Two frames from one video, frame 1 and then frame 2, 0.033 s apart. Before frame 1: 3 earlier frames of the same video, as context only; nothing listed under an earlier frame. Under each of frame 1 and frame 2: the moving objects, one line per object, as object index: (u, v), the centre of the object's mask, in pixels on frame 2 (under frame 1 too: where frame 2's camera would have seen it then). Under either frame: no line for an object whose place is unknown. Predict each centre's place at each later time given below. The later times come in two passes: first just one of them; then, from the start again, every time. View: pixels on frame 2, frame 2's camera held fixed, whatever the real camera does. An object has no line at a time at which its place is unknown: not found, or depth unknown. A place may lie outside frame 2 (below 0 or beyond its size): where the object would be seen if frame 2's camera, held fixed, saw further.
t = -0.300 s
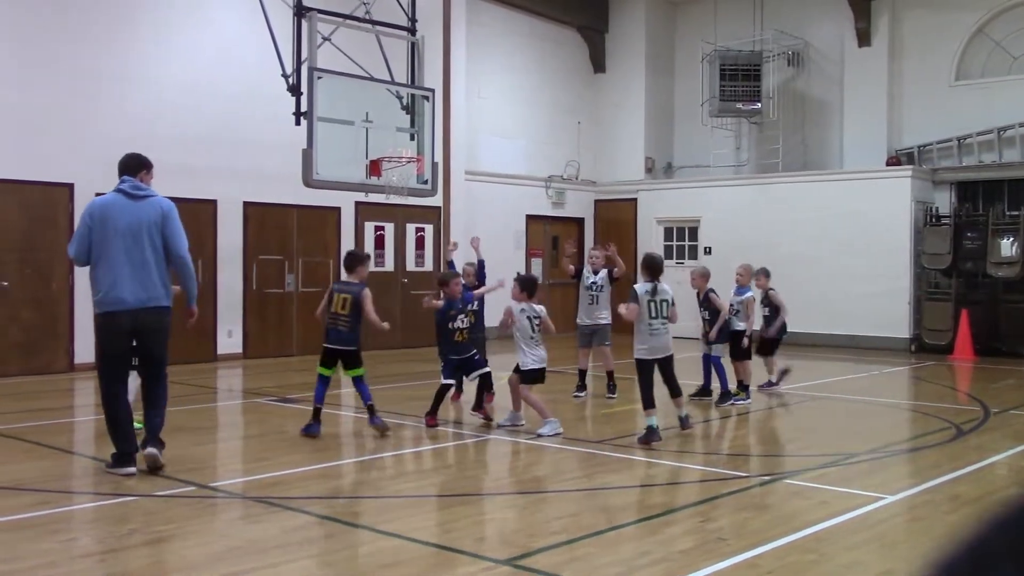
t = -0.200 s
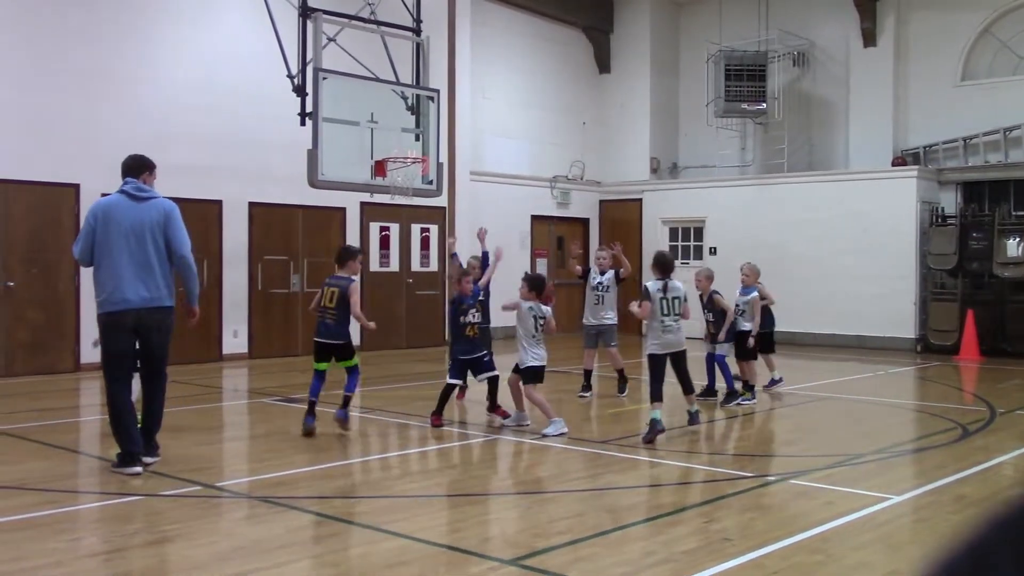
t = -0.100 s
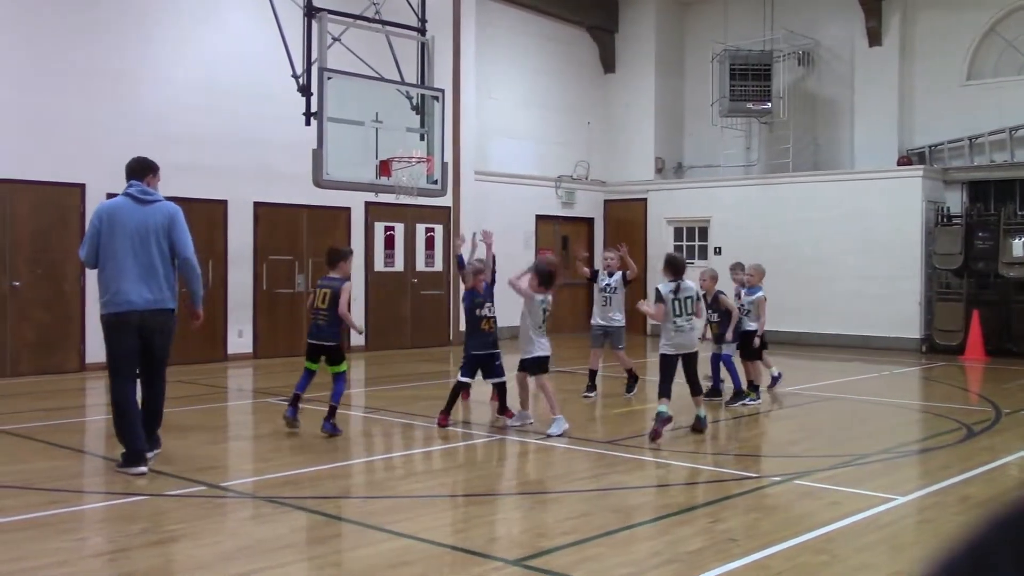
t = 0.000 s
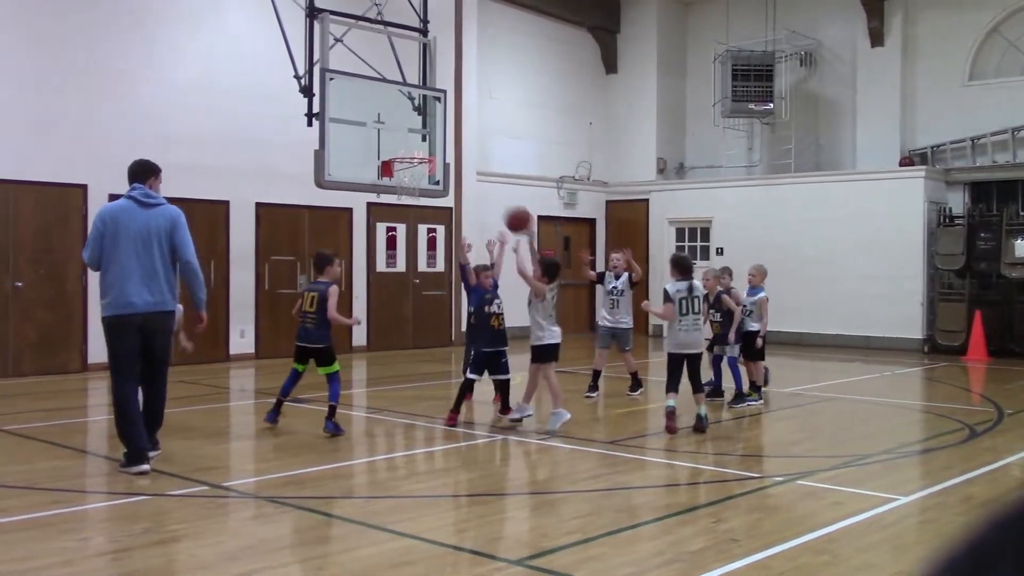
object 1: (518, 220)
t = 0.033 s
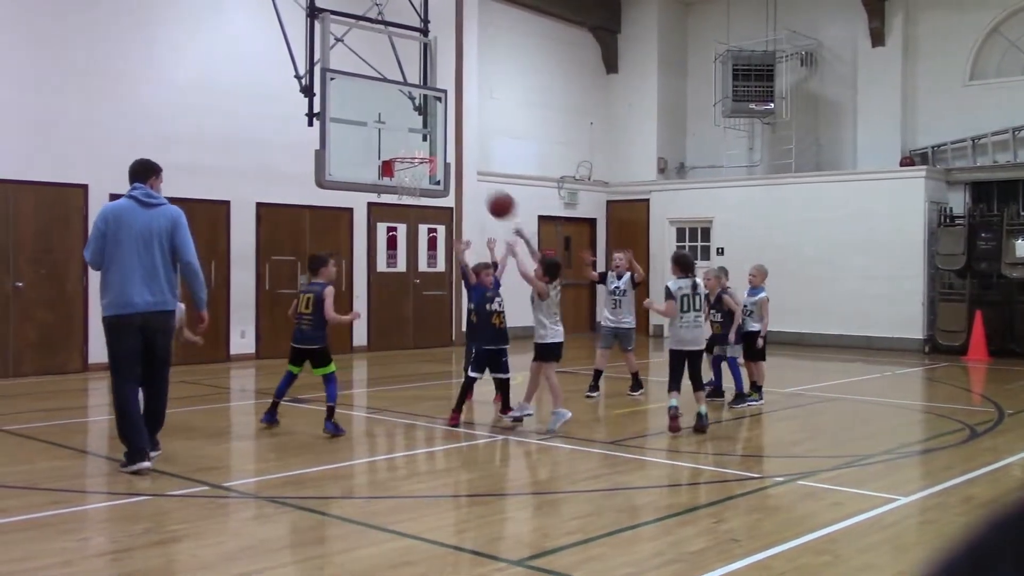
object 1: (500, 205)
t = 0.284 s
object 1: (369, 138)
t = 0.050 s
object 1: (492, 198)
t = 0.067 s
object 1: (483, 191)
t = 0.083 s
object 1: (475, 185)
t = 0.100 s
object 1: (465, 179)
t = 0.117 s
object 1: (456, 174)
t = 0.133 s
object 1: (446, 169)
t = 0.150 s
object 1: (439, 165)
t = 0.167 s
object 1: (430, 160)
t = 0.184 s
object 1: (421, 156)
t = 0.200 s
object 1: (413, 152)
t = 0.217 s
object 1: (404, 149)
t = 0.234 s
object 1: (395, 145)
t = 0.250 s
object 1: (386, 142)
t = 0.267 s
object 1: (377, 140)
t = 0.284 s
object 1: (369, 138)
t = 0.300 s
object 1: (360, 136)
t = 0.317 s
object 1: (351, 135)
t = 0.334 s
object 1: (342, 134)
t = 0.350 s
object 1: (334, 133)
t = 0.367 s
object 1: (325, 133)
